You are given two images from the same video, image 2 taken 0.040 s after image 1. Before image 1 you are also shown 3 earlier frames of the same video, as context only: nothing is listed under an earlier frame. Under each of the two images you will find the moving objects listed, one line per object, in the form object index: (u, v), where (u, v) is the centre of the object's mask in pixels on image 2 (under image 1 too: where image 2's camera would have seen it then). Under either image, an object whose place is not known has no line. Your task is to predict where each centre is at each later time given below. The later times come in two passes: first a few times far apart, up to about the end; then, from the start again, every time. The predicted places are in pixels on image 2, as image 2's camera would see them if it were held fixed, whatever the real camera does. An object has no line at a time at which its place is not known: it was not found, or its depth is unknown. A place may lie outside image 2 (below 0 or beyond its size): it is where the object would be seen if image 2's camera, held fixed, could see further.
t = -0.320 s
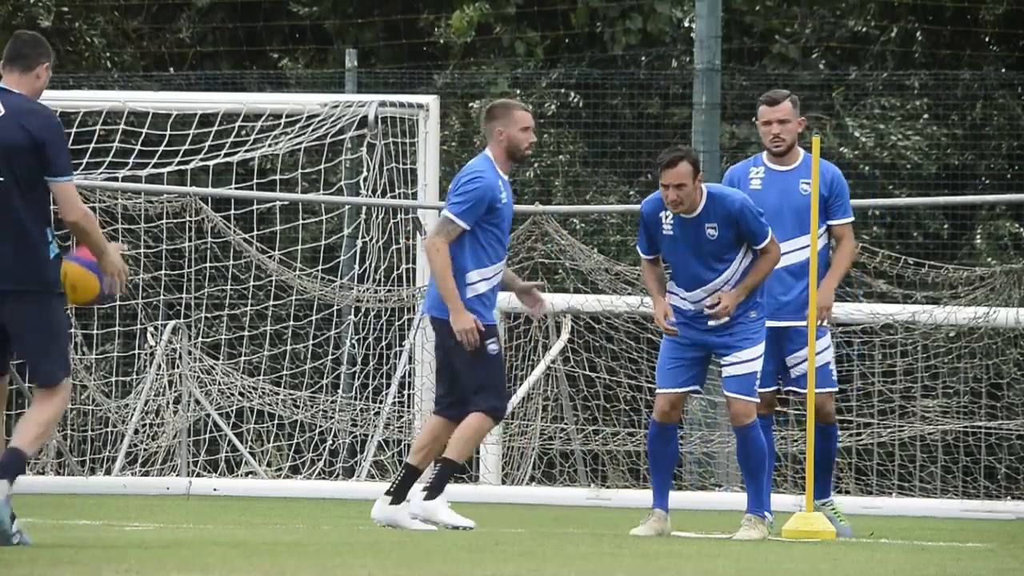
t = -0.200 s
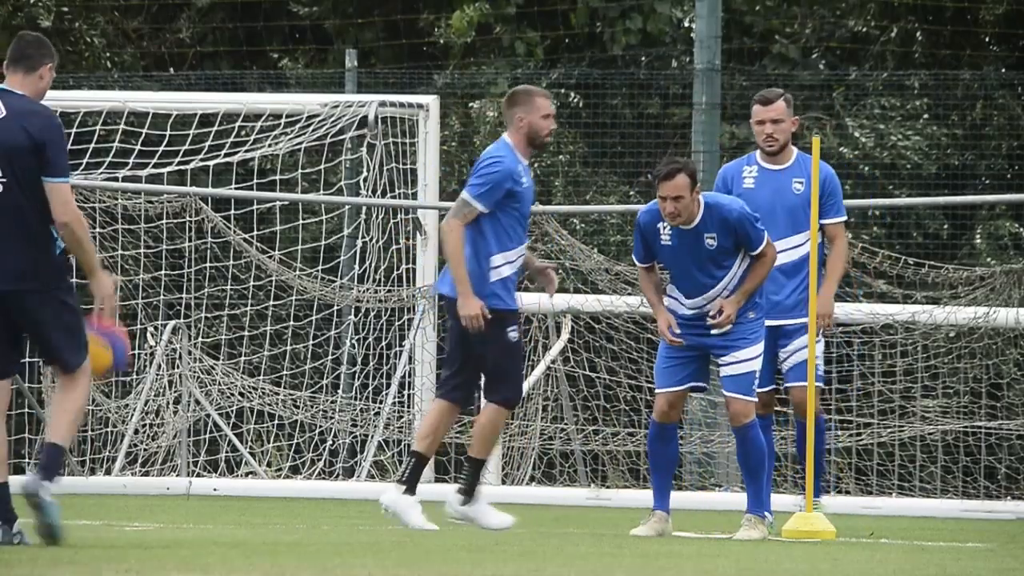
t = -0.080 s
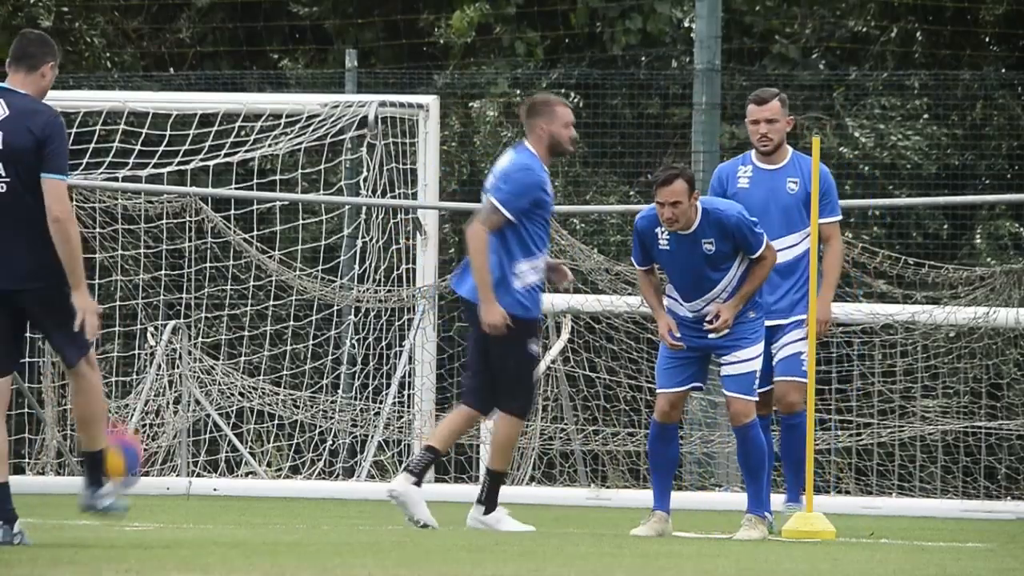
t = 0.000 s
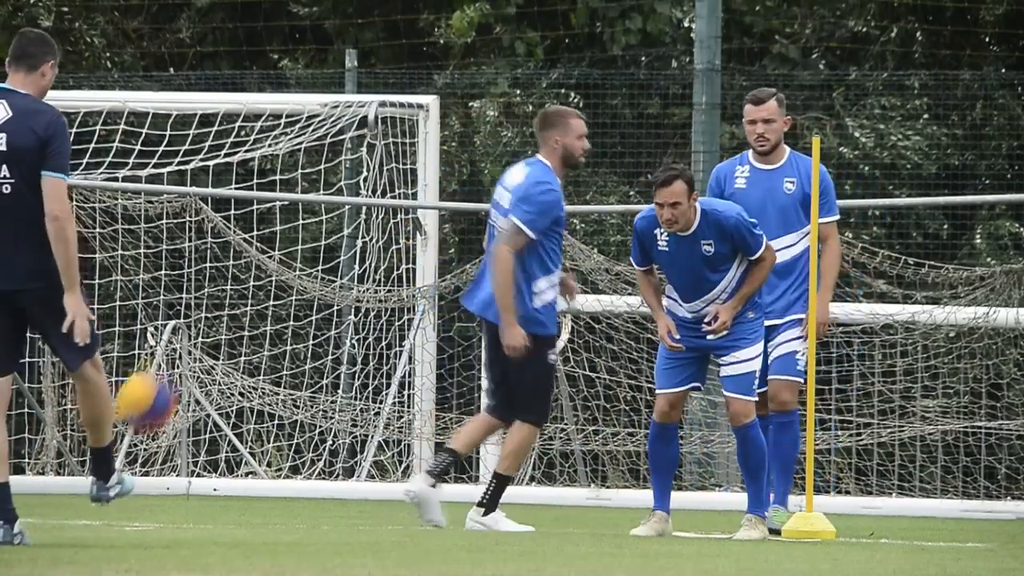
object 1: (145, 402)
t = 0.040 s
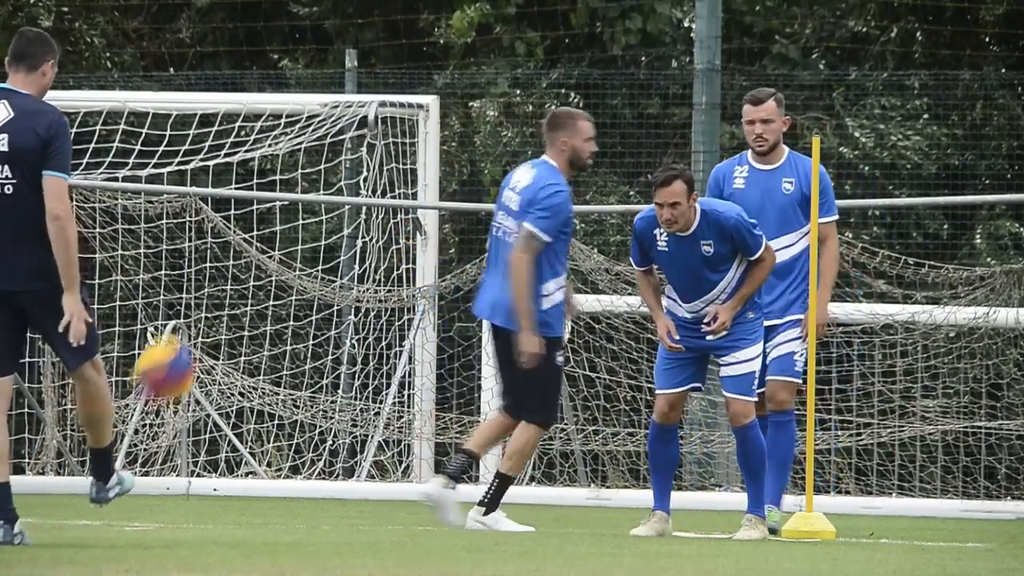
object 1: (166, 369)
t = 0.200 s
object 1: (234, 293)
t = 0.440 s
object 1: (332, 300)
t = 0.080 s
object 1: (183, 344)
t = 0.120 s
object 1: (201, 322)
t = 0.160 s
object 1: (218, 305)
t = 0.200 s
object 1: (234, 293)
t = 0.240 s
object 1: (252, 284)
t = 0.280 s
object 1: (268, 279)
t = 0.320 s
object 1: (284, 277)
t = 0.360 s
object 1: (302, 280)
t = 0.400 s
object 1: (316, 287)
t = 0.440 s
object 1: (332, 300)
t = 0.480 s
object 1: (349, 315)
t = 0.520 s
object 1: (364, 333)
